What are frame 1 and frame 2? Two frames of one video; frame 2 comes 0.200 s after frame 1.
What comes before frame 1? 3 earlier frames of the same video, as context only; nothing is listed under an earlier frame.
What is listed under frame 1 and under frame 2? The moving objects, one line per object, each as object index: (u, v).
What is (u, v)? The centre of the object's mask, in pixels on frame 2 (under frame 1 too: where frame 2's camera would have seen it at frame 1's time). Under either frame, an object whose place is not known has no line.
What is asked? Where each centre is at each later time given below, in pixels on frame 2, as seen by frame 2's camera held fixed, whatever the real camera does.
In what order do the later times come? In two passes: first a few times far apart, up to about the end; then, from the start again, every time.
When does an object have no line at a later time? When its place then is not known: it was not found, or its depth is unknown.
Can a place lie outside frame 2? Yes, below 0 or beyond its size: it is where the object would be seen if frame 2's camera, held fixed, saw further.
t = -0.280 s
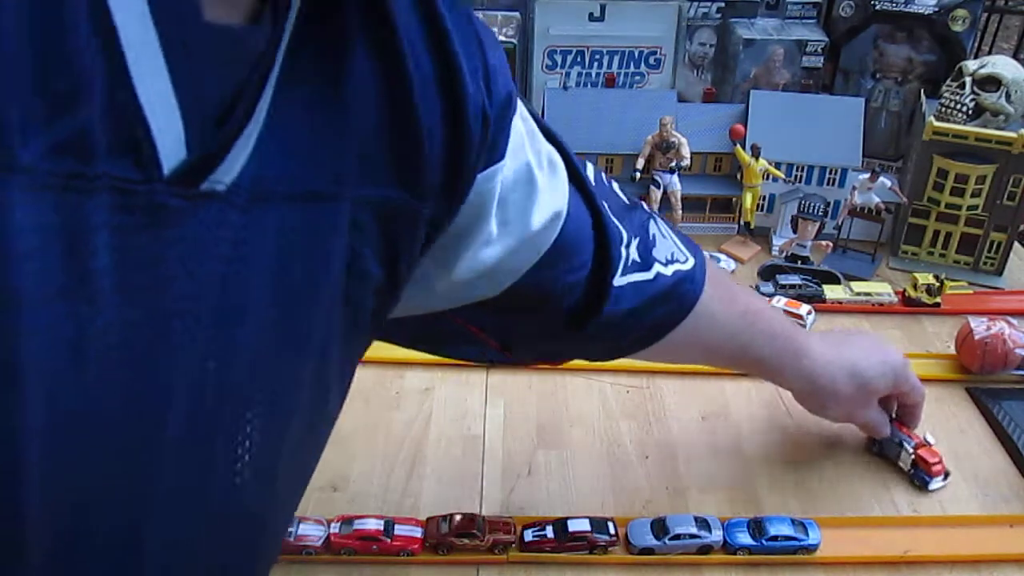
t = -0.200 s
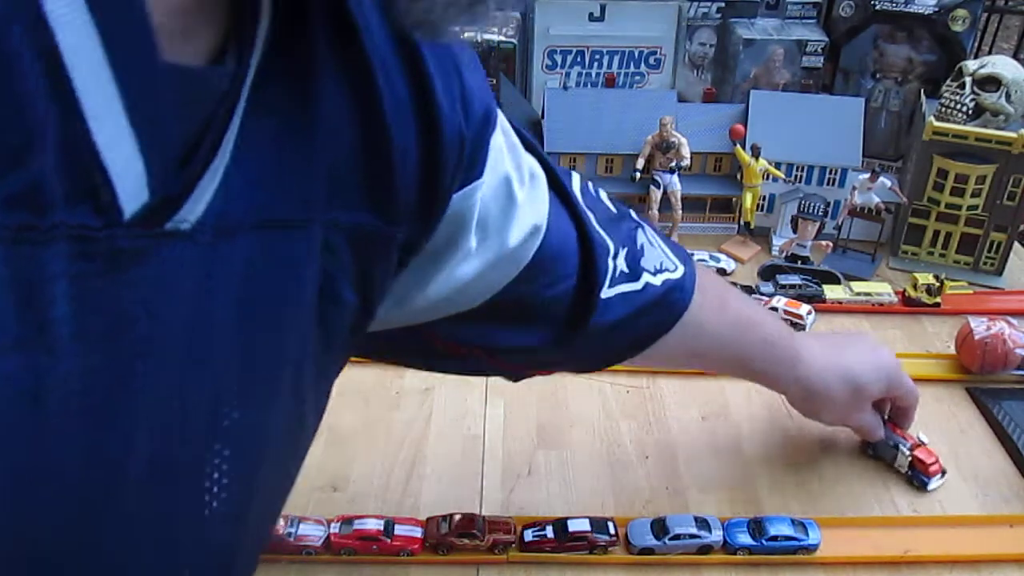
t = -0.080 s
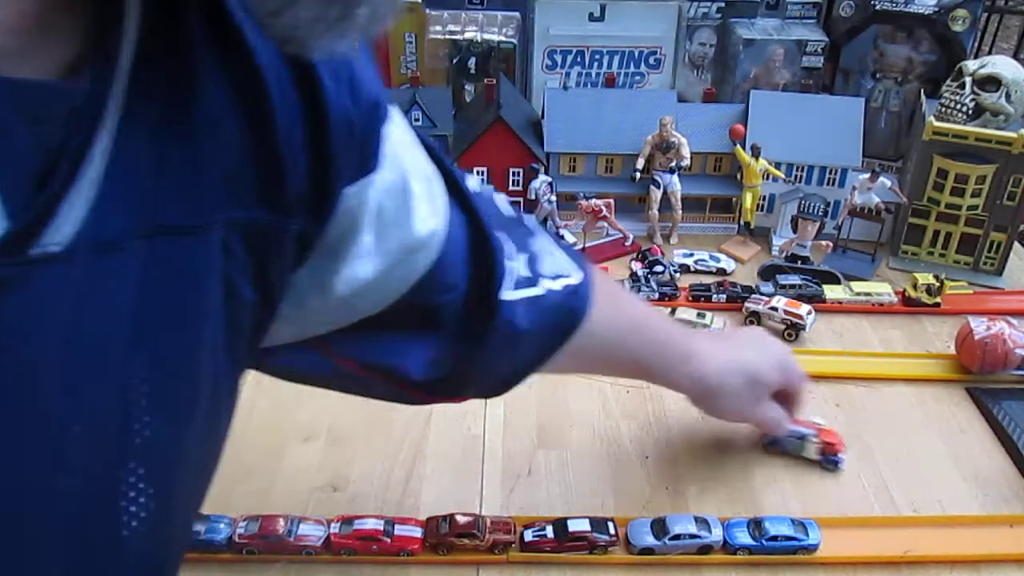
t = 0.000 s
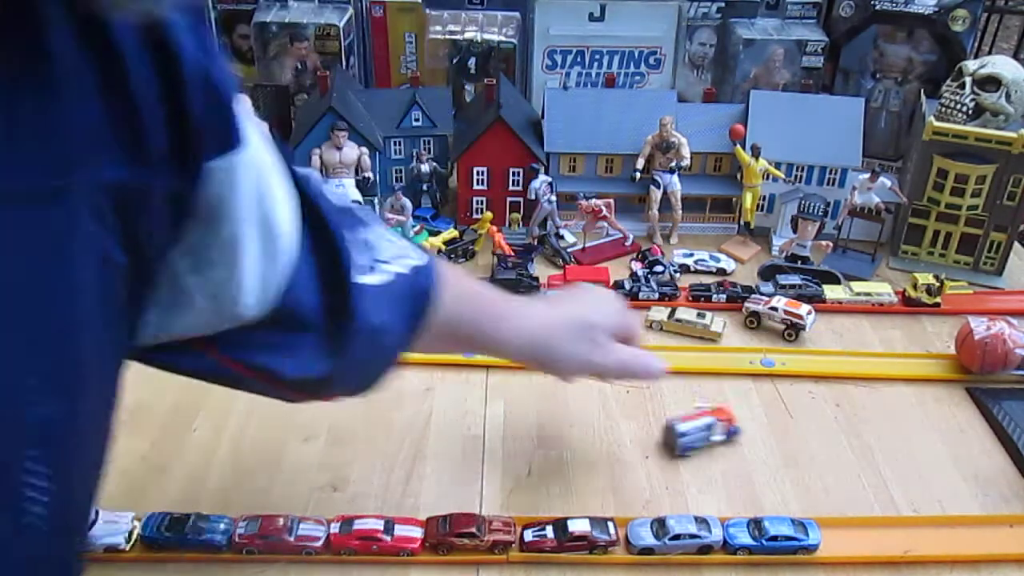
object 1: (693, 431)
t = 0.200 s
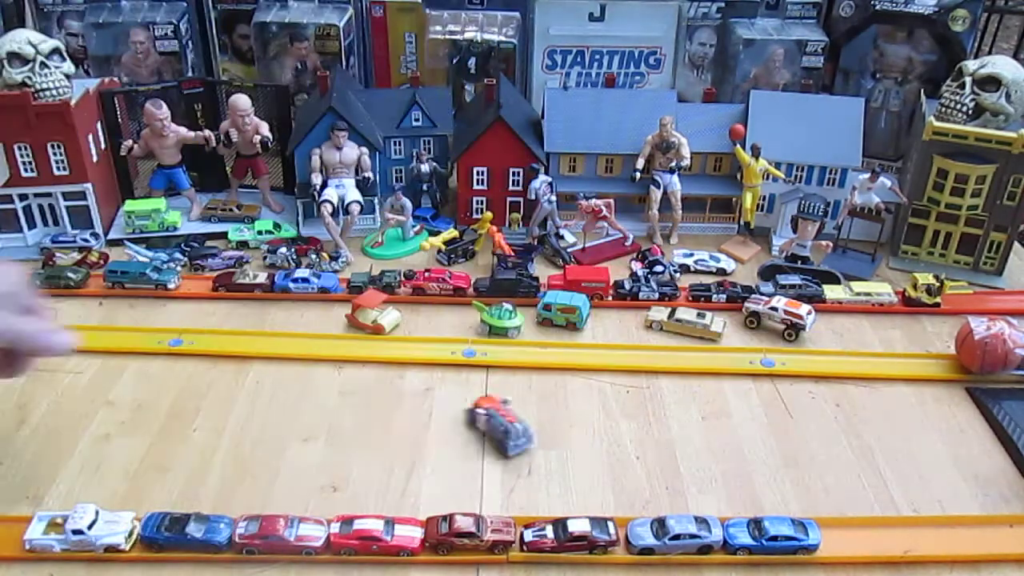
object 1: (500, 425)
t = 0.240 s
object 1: (469, 422)
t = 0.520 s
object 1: (306, 396)
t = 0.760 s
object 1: (193, 377)
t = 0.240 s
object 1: (469, 422)
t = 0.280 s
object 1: (450, 419)
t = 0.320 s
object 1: (424, 414)
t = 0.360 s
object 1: (399, 410)
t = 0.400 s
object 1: (375, 406)
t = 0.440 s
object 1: (351, 403)
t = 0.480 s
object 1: (328, 399)
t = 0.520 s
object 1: (306, 396)
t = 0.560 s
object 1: (285, 392)
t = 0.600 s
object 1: (265, 389)
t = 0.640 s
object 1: (246, 386)
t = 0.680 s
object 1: (227, 383)
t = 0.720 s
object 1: (209, 379)
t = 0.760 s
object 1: (193, 377)
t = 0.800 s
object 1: (177, 375)
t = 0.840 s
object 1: (161, 373)
